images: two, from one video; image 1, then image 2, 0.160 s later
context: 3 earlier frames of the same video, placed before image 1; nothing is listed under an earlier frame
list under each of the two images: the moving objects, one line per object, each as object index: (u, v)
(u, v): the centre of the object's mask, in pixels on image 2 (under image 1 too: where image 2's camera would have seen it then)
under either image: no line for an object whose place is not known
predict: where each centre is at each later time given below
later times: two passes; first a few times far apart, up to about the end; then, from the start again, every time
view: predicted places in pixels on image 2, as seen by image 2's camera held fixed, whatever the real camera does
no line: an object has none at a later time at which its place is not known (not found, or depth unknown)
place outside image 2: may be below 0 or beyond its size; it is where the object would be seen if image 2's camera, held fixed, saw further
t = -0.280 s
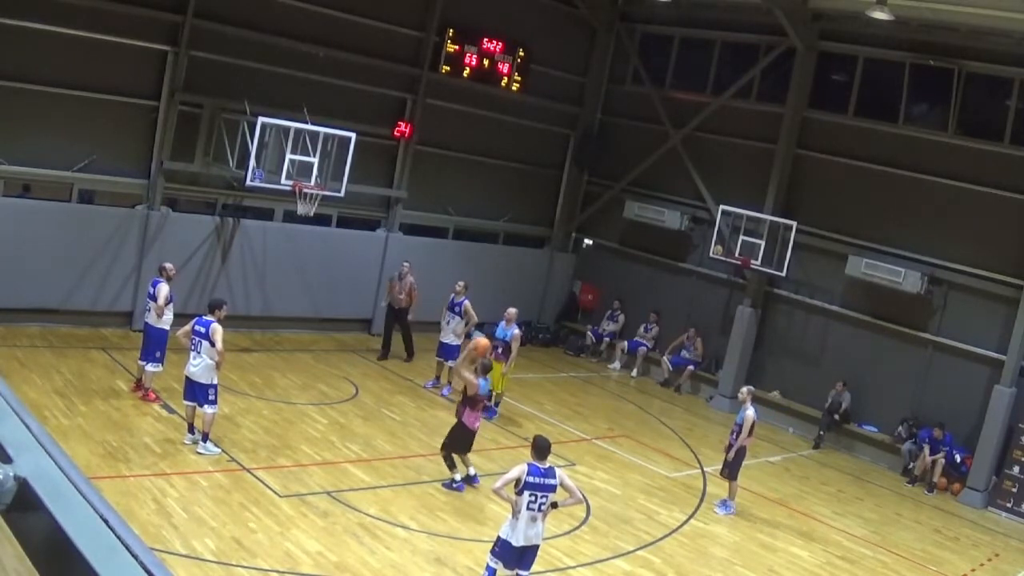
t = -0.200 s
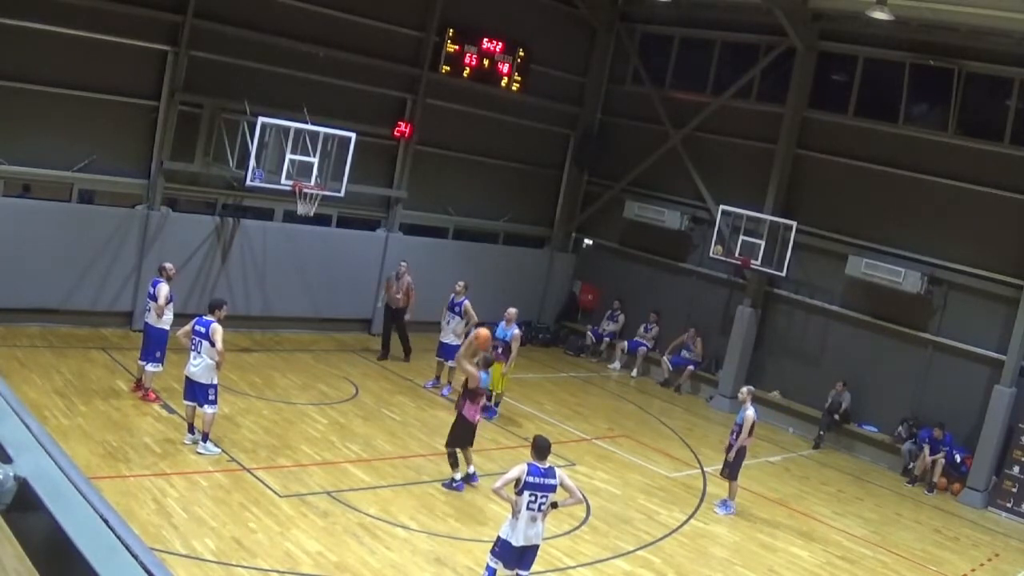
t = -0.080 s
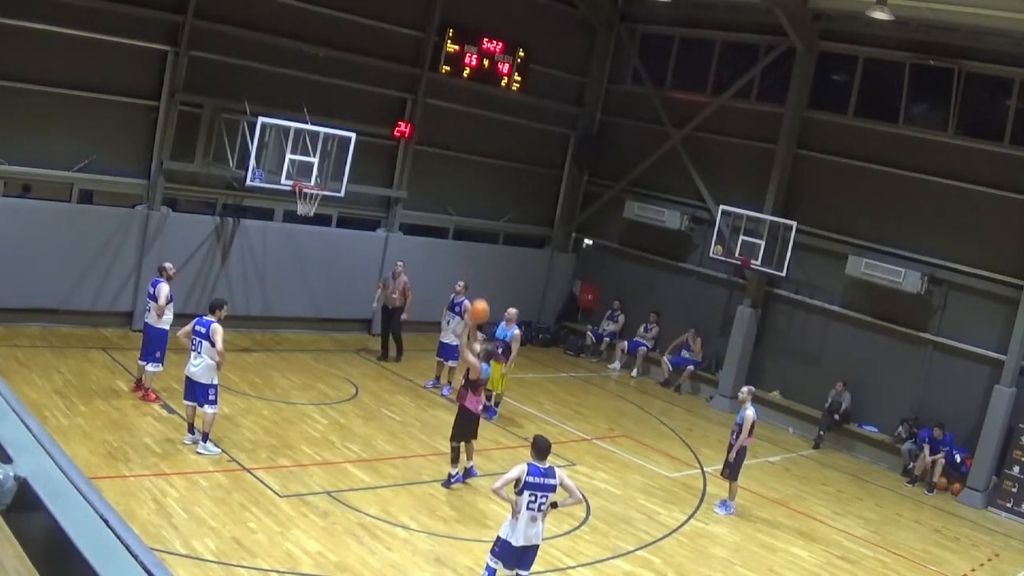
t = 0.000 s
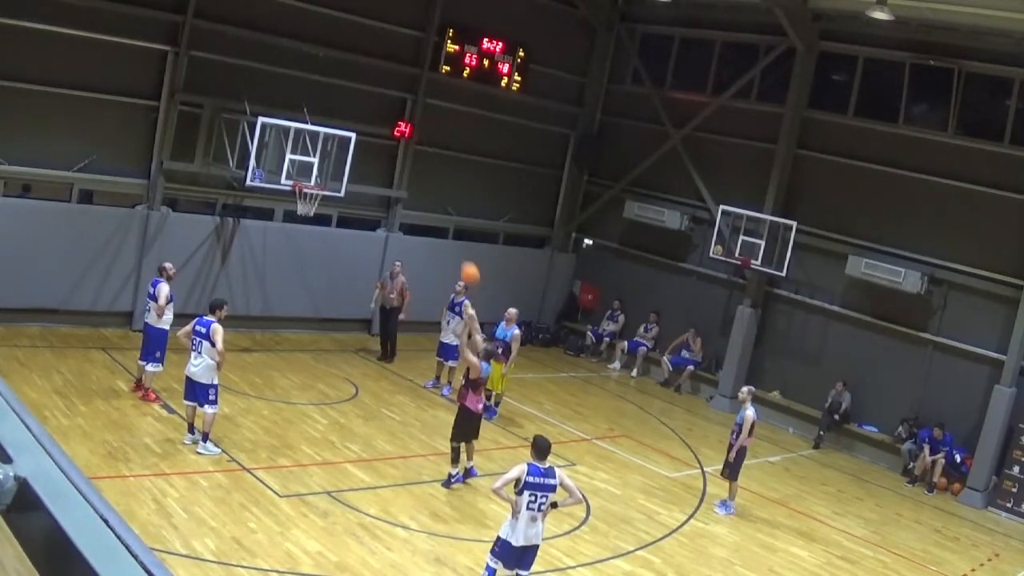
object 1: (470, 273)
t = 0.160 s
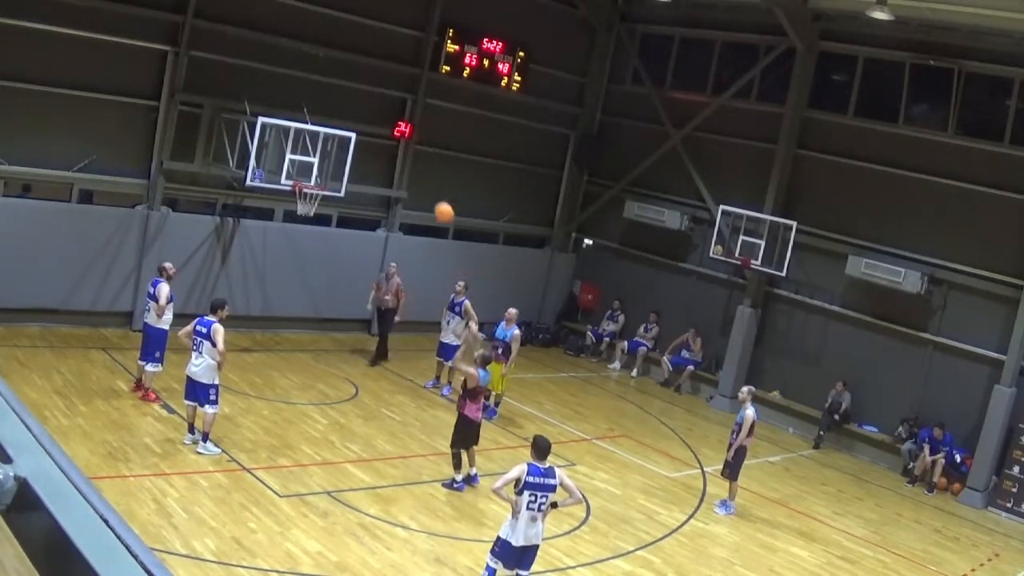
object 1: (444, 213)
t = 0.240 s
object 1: (430, 191)
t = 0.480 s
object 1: (389, 155)
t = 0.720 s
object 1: (347, 160)
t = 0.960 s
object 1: (305, 197)
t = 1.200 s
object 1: (276, 234)
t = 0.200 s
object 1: (437, 201)
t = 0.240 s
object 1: (430, 191)
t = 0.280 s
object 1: (424, 182)
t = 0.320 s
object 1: (417, 174)
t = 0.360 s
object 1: (410, 167)
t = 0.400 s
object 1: (403, 162)
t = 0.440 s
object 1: (396, 158)
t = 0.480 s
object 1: (389, 155)
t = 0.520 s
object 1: (382, 153)
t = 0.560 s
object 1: (375, 153)
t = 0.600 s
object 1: (368, 153)
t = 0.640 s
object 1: (361, 154)
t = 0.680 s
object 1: (354, 156)
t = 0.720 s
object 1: (347, 160)
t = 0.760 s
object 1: (339, 164)
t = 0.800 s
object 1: (332, 169)
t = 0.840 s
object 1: (326, 173)
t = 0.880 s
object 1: (318, 181)
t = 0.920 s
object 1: (311, 191)
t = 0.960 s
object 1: (305, 197)
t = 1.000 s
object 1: (300, 202)
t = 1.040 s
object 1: (294, 206)
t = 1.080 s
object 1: (289, 212)
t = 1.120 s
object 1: (286, 218)
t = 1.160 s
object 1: (281, 224)
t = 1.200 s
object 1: (276, 234)
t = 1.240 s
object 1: (270, 243)
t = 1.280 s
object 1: (264, 252)
